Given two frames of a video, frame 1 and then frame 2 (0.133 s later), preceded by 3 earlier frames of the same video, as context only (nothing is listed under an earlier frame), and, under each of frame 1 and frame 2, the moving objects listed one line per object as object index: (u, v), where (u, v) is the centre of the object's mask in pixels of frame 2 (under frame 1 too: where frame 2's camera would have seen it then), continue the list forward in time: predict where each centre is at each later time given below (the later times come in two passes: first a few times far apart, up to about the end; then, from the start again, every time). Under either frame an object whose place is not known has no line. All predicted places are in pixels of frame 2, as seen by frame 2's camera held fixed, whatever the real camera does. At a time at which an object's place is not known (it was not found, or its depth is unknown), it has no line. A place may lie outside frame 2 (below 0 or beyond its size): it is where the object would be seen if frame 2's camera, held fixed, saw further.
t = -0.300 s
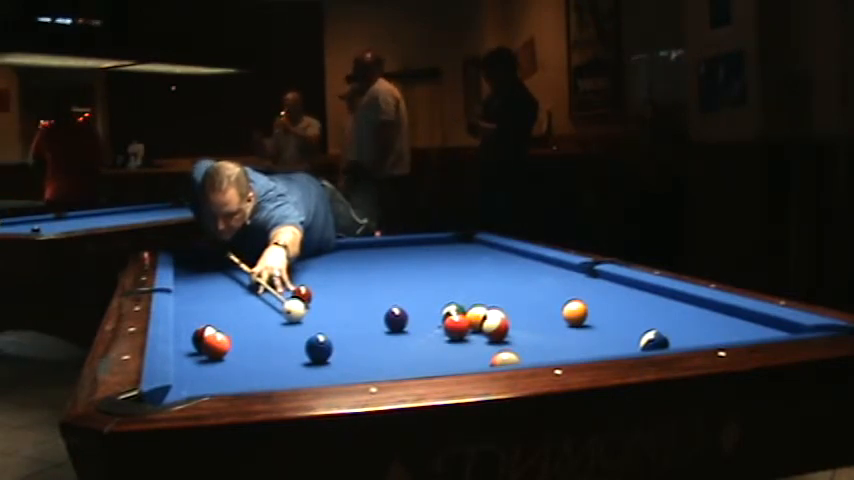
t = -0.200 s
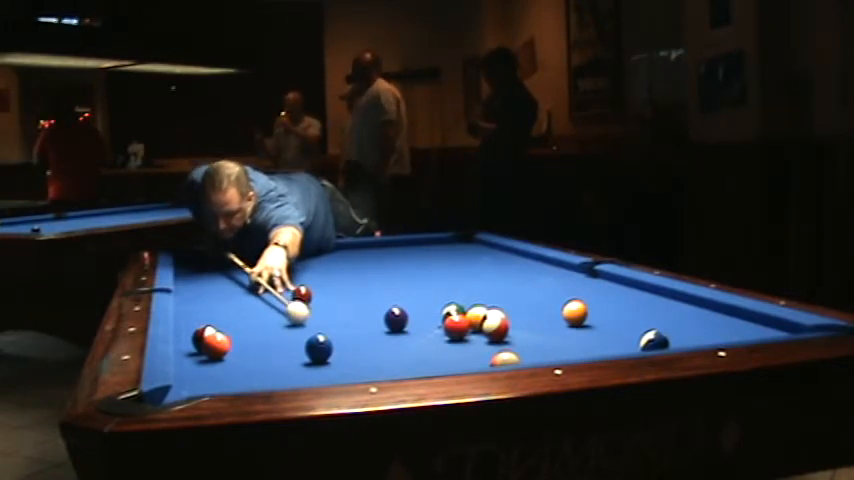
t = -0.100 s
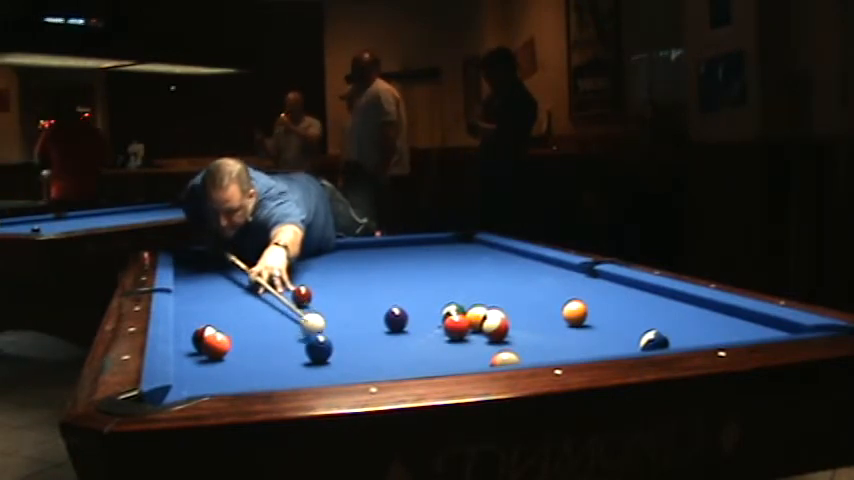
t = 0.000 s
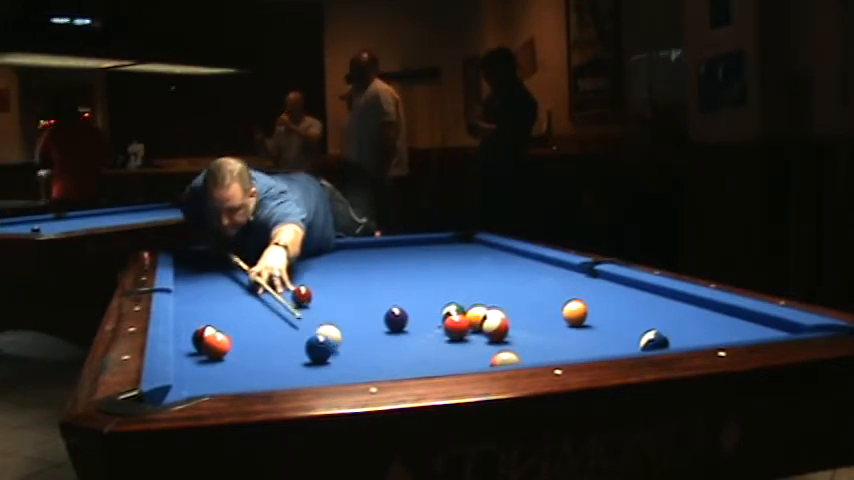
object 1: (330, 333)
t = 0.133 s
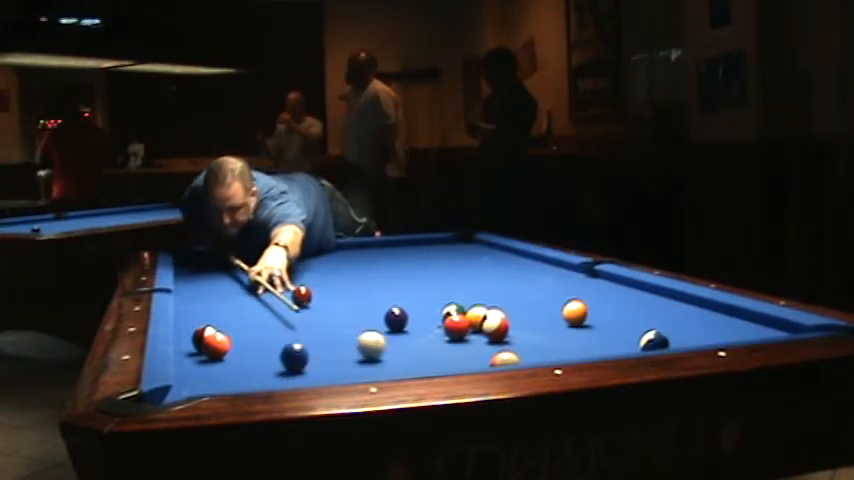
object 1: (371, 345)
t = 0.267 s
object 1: (420, 350)
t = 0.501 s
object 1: (514, 350)
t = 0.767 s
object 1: (593, 346)
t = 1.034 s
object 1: (641, 331)
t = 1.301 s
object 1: (687, 322)
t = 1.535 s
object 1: (717, 311)
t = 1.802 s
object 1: (689, 306)
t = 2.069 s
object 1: (643, 303)
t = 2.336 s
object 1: (602, 301)
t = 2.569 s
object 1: (567, 295)
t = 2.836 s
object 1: (534, 297)
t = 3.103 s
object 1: (502, 294)
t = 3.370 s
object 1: (474, 292)
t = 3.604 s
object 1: (451, 291)
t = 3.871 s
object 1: (428, 289)
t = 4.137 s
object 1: (407, 288)
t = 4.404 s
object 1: (388, 286)
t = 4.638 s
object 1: (373, 285)
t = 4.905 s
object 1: (358, 284)
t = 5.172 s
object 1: (345, 284)
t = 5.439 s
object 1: (333, 283)
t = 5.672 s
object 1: (325, 282)
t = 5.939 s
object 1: (317, 281)
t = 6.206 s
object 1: (310, 280)
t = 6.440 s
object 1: (305, 279)
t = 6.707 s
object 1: (302, 278)
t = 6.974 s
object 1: (300, 278)
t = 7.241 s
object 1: (299, 278)
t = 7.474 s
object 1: (298, 278)
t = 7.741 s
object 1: (298, 278)
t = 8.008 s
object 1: (298, 278)
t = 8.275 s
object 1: (298, 278)
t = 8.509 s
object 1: (298, 278)
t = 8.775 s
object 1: (298, 278)
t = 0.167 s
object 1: (383, 347)
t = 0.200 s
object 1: (396, 348)
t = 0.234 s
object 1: (408, 349)
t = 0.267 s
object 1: (420, 350)
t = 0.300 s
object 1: (432, 351)
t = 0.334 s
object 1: (445, 352)
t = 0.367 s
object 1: (458, 352)
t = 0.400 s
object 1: (471, 353)
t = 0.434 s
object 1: (483, 352)
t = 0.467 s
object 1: (495, 349)
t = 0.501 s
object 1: (514, 350)
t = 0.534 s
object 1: (527, 352)
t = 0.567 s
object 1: (538, 353)
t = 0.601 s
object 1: (552, 353)
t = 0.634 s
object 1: (564, 353)
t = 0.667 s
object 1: (572, 351)
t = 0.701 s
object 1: (579, 350)
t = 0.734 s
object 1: (587, 348)
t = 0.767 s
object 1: (593, 346)
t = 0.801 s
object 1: (600, 345)
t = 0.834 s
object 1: (607, 343)
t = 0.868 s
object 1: (614, 342)
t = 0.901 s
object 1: (621, 341)
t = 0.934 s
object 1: (626, 339)
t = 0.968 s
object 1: (631, 337)
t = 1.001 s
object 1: (635, 334)
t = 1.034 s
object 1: (641, 331)
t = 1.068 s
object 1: (648, 328)
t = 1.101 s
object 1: (656, 326)
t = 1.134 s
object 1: (662, 326)
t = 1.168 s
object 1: (668, 326)
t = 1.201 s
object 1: (671, 327)
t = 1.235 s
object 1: (677, 325)
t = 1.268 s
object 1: (682, 323)
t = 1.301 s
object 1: (687, 322)
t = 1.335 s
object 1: (692, 320)
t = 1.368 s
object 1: (696, 318)
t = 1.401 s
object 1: (701, 317)
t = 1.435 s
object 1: (705, 316)
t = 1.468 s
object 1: (709, 314)
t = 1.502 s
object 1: (714, 313)
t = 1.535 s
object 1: (717, 311)
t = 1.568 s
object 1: (722, 310)
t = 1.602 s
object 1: (725, 309)
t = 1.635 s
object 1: (719, 308)
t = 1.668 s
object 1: (713, 308)
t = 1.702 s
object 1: (707, 307)
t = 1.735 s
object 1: (700, 307)
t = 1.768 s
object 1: (694, 306)
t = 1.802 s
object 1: (689, 306)
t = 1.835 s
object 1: (683, 305)
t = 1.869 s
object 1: (677, 305)
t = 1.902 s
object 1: (671, 305)
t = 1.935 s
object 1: (666, 304)
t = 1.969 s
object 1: (659, 304)
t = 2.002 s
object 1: (654, 304)
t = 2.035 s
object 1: (649, 303)
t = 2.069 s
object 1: (643, 303)
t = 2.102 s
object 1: (638, 303)
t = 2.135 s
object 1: (632, 302)
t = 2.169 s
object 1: (627, 302)
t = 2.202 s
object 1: (621, 302)
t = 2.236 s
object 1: (617, 302)
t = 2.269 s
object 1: (611, 301)
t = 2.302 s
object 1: (606, 301)
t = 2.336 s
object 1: (602, 301)
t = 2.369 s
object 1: (597, 300)
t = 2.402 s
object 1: (592, 300)
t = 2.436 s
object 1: (589, 299)
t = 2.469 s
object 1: (584, 298)
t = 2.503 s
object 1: (578, 296)
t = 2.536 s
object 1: (572, 295)
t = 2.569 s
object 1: (567, 295)
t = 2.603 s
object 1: (562, 297)
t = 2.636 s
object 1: (558, 297)
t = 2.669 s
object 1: (555, 298)
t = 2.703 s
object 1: (551, 298)
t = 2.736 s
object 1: (546, 297)
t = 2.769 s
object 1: (542, 297)
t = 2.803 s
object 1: (538, 297)
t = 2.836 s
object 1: (534, 297)
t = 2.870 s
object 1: (530, 297)
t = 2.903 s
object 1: (525, 296)
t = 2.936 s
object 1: (521, 296)
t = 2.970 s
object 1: (517, 295)
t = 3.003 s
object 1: (514, 295)
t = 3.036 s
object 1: (510, 295)
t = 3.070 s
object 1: (506, 294)
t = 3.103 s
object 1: (502, 294)
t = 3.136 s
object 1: (499, 294)
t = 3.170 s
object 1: (495, 294)
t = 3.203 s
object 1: (492, 294)
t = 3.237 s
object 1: (488, 293)
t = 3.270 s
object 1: (484, 292)
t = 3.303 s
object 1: (481, 292)
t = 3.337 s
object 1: (477, 292)
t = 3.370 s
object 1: (474, 292)
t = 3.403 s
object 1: (470, 292)
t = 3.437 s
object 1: (467, 292)
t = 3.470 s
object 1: (464, 291)
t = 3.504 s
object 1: (461, 291)
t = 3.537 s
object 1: (457, 291)
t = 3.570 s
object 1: (454, 290)
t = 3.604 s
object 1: (451, 291)
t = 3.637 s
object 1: (448, 291)
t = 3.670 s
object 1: (445, 290)
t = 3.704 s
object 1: (442, 291)
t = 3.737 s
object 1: (439, 290)
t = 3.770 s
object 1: (436, 290)
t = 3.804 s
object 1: (434, 290)
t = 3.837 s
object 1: (431, 290)
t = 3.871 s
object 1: (428, 289)
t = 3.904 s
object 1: (425, 289)
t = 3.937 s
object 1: (422, 289)
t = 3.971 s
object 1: (420, 289)
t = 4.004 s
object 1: (417, 289)
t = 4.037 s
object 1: (415, 288)
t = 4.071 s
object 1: (412, 288)
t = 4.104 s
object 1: (409, 288)
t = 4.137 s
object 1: (407, 288)
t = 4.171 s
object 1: (404, 288)
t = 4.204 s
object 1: (402, 287)
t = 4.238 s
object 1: (400, 287)
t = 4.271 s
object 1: (397, 287)
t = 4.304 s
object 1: (395, 287)
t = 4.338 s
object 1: (393, 287)
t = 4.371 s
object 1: (390, 286)
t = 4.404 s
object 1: (388, 286)
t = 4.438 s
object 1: (386, 286)
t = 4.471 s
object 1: (384, 286)
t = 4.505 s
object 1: (382, 286)
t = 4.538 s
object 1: (380, 286)
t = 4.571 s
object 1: (378, 286)
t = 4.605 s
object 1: (375, 285)
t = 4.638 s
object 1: (373, 285)
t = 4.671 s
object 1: (371, 285)
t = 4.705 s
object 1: (369, 285)
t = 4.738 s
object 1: (368, 285)
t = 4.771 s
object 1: (366, 285)
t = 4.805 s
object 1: (364, 284)
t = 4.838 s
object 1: (362, 285)
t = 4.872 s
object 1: (360, 284)
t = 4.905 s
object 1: (358, 284)
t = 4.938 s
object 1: (356, 284)
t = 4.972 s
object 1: (355, 284)
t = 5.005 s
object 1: (353, 284)
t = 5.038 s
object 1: (351, 284)
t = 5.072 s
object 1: (350, 284)
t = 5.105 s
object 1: (348, 284)
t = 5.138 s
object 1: (346, 284)
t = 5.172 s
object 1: (345, 284)
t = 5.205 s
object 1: (343, 283)
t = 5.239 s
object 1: (342, 283)
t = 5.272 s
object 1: (340, 283)
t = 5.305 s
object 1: (339, 283)
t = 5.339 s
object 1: (337, 283)
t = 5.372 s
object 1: (336, 283)
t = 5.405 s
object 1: (335, 283)
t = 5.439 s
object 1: (333, 283)
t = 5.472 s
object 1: (332, 283)
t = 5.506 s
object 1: (331, 282)
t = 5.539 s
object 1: (330, 282)
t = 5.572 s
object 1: (329, 282)
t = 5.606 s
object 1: (327, 282)
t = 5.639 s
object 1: (326, 282)
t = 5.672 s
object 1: (325, 282)
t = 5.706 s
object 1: (324, 282)
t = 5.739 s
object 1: (323, 282)
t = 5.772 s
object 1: (322, 282)
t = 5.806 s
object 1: (321, 282)
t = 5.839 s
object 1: (320, 282)
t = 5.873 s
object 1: (319, 282)
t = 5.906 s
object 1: (318, 281)
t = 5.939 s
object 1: (317, 281)
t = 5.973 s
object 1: (316, 281)
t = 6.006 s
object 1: (315, 281)
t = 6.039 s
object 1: (314, 281)
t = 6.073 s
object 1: (314, 281)
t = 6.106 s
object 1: (313, 281)
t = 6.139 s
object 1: (312, 280)
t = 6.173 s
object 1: (311, 280)
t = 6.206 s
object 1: (310, 280)
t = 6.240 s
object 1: (310, 280)
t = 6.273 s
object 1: (309, 280)
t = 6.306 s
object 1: (308, 279)
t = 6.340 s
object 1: (307, 279)
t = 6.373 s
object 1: (307, 279)
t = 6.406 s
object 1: (306, 279)
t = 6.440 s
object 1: (305, 279)
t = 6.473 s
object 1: (305, 279)
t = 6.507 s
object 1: (304, 279)
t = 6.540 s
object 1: (304, 279)
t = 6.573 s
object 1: (303, 279)
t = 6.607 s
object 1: (303, 279)
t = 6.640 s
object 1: (303, 279)
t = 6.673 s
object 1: (302, 279)
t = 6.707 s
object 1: (302, 278)
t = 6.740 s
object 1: (302, 278)
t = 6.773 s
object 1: (301, 278)
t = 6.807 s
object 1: (301, 278)
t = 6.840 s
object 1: (301, 278)
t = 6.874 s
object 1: (300, 278)
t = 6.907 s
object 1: (300, 278)
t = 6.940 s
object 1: (300, 278)
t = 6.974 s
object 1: (300, 278)
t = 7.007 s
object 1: (299, 278)
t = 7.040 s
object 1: (299, 278)
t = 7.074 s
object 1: (299, 278)
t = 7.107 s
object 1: (299, 278)
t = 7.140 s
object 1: (299, 278)
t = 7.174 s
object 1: (299, 278)
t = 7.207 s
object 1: (299, 278)
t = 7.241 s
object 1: (299, 278)
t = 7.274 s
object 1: (298, 278)
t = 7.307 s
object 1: (298, 278)
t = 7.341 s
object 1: (298, 278)
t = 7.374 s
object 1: (298, 278)
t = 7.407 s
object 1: (298, 278)
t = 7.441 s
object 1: (298, 278)
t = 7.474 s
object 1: (298, 278)
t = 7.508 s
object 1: (298, 278)
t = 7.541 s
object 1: (298, 278)
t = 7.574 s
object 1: (298, 278)
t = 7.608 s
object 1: (298, 278)
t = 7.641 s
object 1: (298, 278)
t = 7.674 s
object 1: (298, 278)
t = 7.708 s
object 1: (298, 278)
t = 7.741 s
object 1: (298, 278)
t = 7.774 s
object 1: (298, 278)
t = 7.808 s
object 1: (298, 278)
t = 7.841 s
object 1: (298, 278)
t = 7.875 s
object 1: (298, 278)
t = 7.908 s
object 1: (298, 278)
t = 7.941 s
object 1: (298, 278)
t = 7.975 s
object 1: (298, 278)
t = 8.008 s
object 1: (298, 278)
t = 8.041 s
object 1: (298, 278)
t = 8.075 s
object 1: (298, 278)
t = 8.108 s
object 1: (298, 278)
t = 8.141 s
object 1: (298, 278)
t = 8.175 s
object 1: (298, 278)
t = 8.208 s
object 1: (298, 278)
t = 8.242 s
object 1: (298, 278)
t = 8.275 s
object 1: (298, 278)
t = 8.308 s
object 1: (298, 278)
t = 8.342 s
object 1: (298, 278)
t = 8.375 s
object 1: (298, 278)
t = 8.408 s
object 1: (298, 278)
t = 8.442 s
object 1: (298, 278)
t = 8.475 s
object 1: (298, 278)
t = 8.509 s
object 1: (298, 278)
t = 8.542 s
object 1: (298, 278)
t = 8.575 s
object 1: (298, 278)
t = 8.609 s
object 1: (298, 278)
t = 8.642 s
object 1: (298, 278)
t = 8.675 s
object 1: (298, 278)
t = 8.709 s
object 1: (298, 278)
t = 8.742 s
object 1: (298, 278)
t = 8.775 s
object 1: (298, 278)
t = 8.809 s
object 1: (298, 278)
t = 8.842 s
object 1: (298, 277)
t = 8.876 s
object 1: (298, 277)
